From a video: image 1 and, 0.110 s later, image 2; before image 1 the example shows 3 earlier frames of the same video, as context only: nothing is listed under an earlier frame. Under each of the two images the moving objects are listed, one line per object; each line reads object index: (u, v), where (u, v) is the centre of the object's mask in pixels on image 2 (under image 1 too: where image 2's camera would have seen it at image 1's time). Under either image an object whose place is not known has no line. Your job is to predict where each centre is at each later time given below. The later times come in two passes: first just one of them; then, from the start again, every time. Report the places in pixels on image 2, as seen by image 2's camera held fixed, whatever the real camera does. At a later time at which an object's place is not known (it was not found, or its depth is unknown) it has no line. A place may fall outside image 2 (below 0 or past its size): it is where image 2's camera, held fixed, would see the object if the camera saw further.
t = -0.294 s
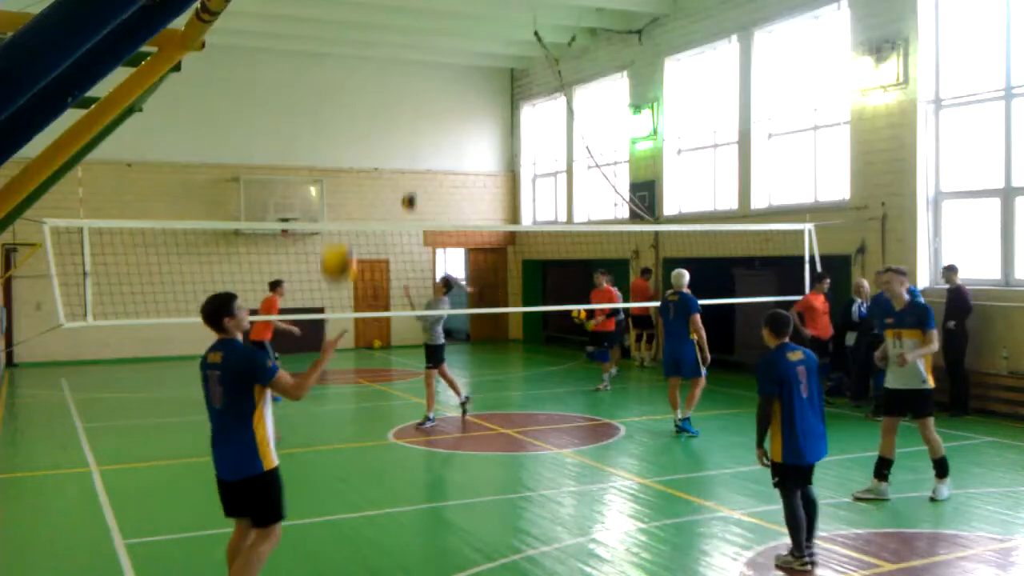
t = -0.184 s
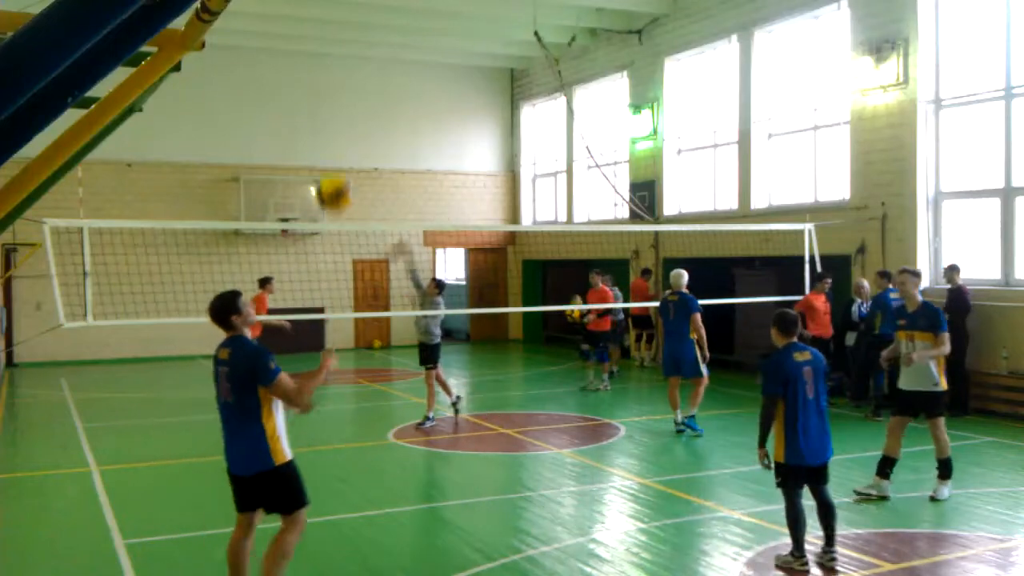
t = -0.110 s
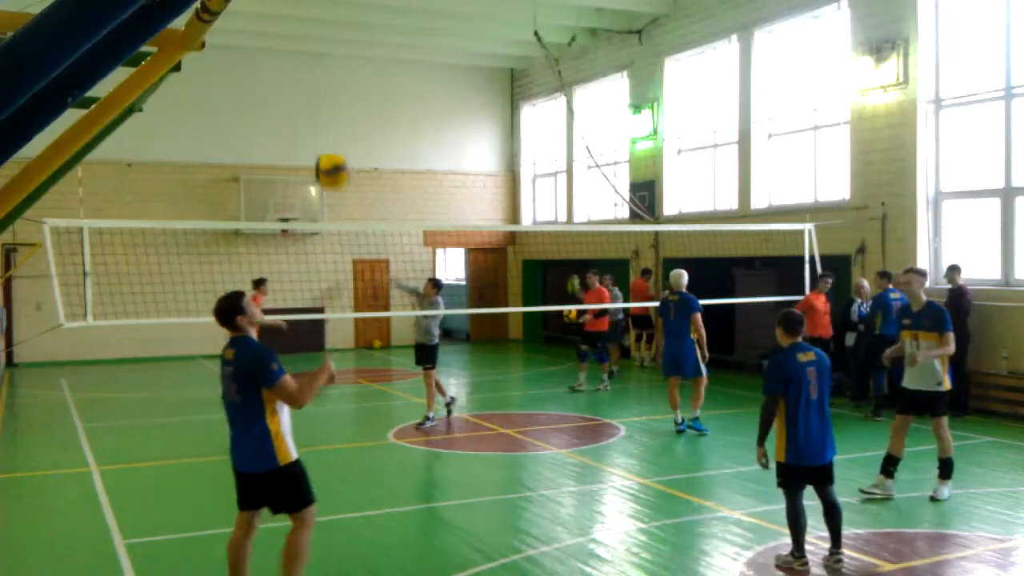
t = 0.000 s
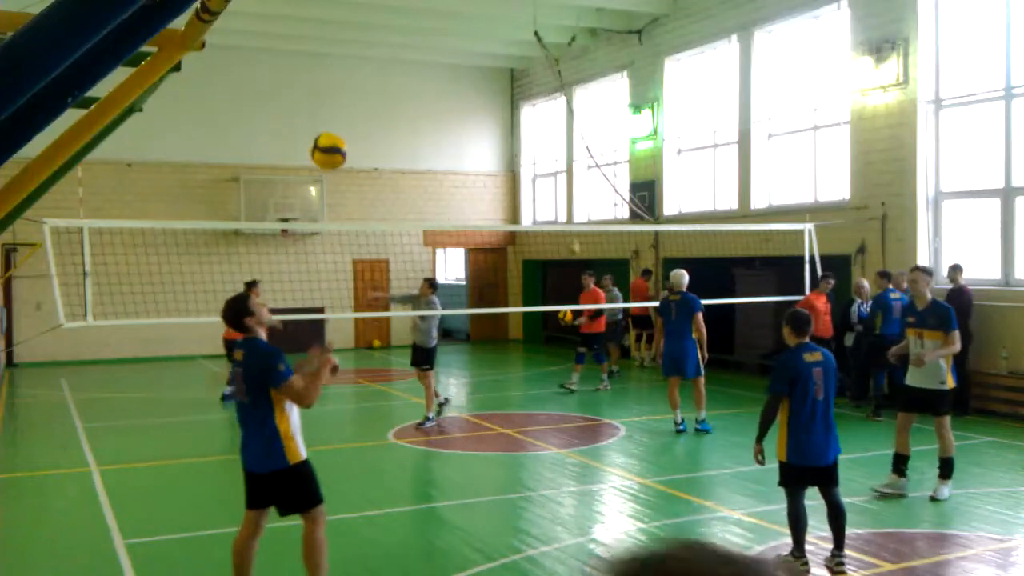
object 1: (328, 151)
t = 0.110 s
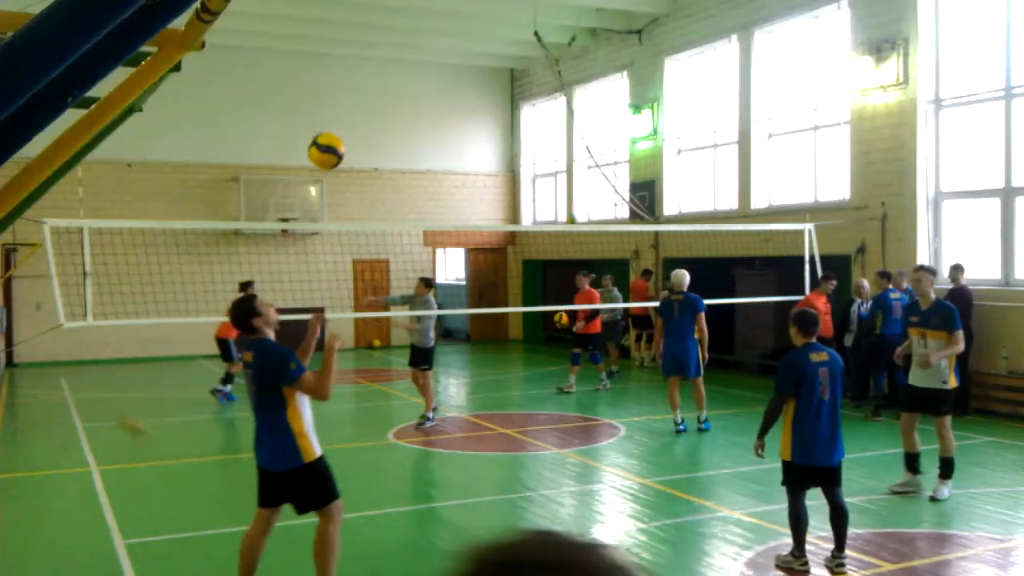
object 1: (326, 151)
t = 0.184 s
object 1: (325, 161)
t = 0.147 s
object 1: (325, 154)
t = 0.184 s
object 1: (325, 161)
